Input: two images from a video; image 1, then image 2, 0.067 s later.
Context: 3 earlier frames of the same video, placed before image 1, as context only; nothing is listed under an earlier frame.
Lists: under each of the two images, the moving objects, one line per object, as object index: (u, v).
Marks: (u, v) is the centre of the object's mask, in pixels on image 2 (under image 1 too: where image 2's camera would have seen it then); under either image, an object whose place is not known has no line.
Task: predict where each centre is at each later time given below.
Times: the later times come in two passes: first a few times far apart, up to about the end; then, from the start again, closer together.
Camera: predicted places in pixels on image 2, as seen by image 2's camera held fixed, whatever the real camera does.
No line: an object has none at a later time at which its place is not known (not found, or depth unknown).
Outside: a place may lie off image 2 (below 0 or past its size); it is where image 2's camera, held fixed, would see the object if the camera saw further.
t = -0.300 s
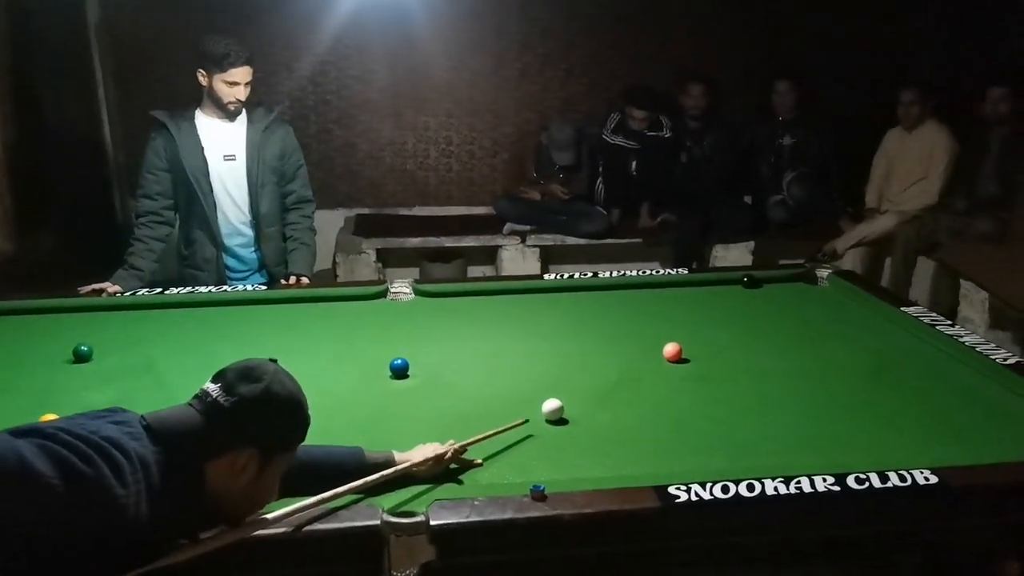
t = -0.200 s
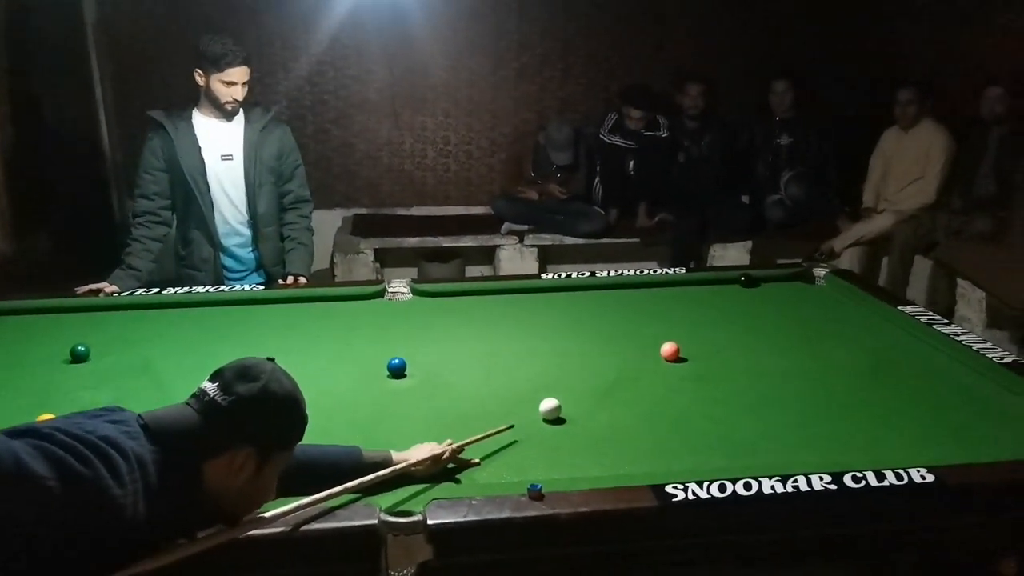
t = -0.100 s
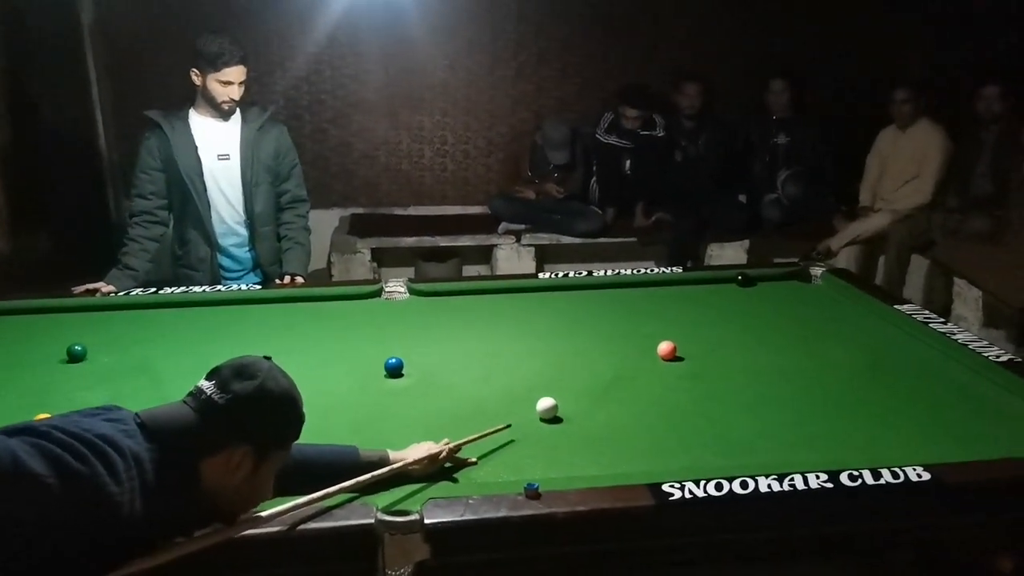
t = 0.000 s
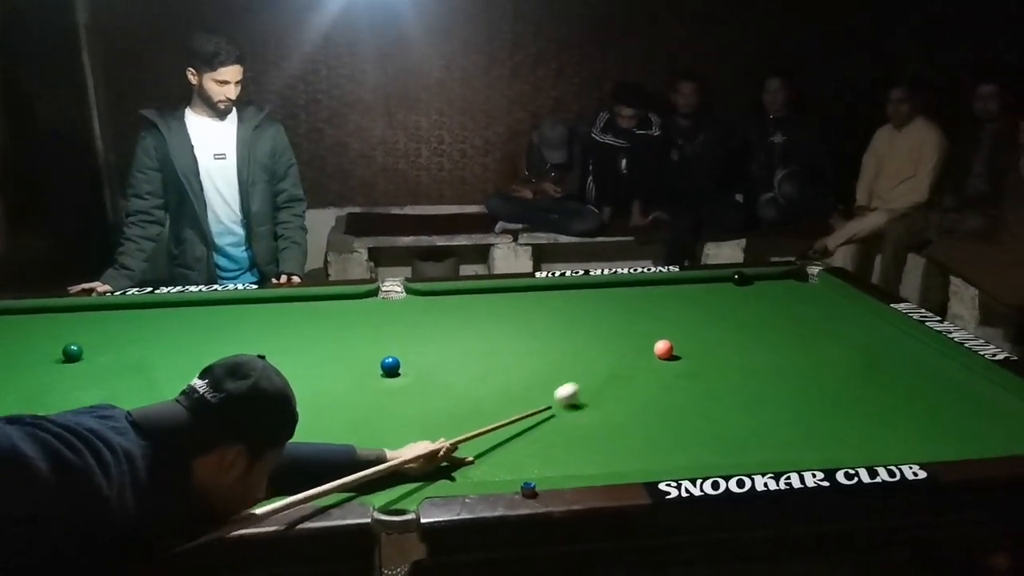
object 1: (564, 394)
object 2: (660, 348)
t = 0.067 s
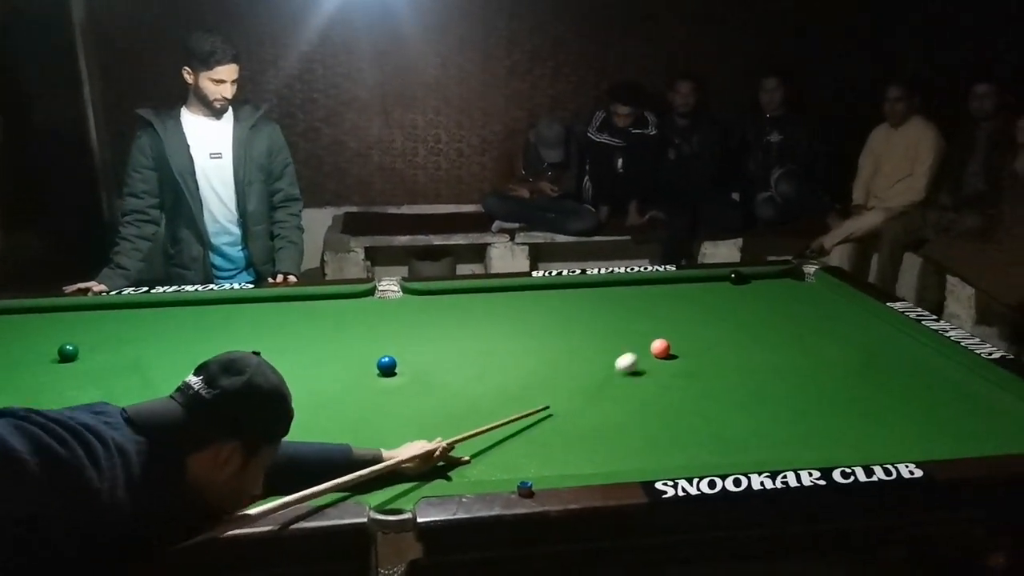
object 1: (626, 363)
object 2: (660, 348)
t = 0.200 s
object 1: (650, 352)
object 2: (717, 320)
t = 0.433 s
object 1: (651, 351)
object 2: (796, 274)
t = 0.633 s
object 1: (651, 351)
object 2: (796, 278)
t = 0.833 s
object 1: (651, 351)
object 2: (782, 280)
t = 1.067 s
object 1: (651, 351)
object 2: (768, 282)
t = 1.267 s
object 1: (651, 351)
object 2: (758, 284)
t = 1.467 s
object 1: (651, 351)
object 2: (749, 286)
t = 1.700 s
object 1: (651, 351)
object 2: (739, 287)
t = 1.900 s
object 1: (651, 351)
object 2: (732, 288)
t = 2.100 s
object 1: (651, 351)
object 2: (727, 289)
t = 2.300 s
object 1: (652, 351)
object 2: (724, 289)
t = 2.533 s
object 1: (651, 351)
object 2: (721, 289)
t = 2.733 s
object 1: (651, 351)
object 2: (720, 289)
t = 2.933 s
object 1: (651, 351)
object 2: (721, 289)
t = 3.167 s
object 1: (651, 351)
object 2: (721, 289)
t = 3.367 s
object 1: (651, 351)
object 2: (720, 289)
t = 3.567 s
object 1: (651, 351)
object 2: (721, 289)
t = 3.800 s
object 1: (651, 351)
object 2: (720, 289)
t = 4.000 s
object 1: (651, 351)
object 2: (720, 289)
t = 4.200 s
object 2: (720, 289)
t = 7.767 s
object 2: (721, 289)
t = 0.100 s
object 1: (640, 356)
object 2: (660, 348)
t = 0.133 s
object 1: (649, 353)
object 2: (676, 340)
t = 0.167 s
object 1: (650, 352)
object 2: (698, 330)
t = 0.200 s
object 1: (650, 352)
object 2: (717, 320)
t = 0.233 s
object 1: (651, 352)
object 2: (736, 312)
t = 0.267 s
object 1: (651, 352)
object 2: (752, 303)
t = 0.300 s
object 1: (651, 352)
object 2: (768, 296)
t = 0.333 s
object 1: (651, 352)
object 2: (782, 290)
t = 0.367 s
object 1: (651, 351)
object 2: (795, 283)
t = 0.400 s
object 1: (651, 351)
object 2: (806, 277)
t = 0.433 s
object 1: (651, 351)
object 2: (796, 274)
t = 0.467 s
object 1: (651, 351)
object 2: (796, 273)
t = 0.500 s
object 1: (651, 351)
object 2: (802, 276)
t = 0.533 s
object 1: (651, 351)
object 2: (804, 276)
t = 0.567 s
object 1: (651, 351)
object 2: (802, 277)
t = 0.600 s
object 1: (652, 351)
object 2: (799, 278)
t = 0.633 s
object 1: (651, 351)
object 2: (796, 278)
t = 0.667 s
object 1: (652, 351)
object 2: (794, 278)
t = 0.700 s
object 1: (651, 351)
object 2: (791, 279)
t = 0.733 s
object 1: (652, 351)
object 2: (789, 279)
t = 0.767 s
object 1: (652, 351)
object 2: (787, 279)
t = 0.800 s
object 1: (651, 351)
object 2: (784, 280)
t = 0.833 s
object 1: (651, 351)
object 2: (782, 280)
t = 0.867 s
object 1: (651, 351)
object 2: (780, 280)
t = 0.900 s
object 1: (651, 351)
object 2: (778, 281)
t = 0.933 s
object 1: (651, 351)
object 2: (776, 281)
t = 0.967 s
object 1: (651, 351)
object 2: (774, 281)
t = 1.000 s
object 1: (651, 351)
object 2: (772, 282)
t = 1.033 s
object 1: (651, 351)
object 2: (770, 282)
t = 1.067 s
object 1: (651, 351)
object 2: (768, 282)
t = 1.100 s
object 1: (651, 351)
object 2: (766, 283)
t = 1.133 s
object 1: (652, 351)
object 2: (765, 283)
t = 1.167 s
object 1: (651, 351)
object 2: (762, 283)
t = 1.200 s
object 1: (652, 351)
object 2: (761, 283)
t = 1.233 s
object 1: (651, 351)
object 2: (759, 284)
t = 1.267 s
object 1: (651, 351)
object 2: (758, 284)
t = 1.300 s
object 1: (652, 351)
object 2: (756, 284)
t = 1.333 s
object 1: (652, 351)
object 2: (755, 284)
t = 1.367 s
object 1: (651, 351)
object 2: (753, 285)
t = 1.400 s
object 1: (651, 351)
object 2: (752, 285)
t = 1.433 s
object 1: (651, 351)
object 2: (750, 285)
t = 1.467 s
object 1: (651, 351)
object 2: (749, 286)
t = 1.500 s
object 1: (651, 351)
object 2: (747, 286)
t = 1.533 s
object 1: (651, 351)
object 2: (746, 286)
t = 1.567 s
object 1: (651, 351)
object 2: (744, 287)
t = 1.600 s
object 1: (651, 351)
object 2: (742, 287)
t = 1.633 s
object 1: (651, 351)
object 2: (741, 287)
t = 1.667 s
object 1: (651, 351)
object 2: (740, 287)
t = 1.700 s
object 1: (651, 351)
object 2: (739, 287)
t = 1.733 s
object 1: (651, 351)
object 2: (738, 287)
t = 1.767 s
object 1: (651, 351)
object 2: (736, 288)
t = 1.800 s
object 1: (651, 351)
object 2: (735, 288)
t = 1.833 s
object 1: (651, 351)
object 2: (734, 288)
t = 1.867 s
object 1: (651, 351)
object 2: (733, 288)
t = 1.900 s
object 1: (651, 351)
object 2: (732, 288)
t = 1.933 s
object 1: (652, 351)
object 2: (731, 288)
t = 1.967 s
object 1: (651, 351)
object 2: (730, 288)
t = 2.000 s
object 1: (651, 351)
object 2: (730, 288)
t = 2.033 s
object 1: (651, 351)
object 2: (729, 289)
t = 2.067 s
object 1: (651, 351)
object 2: (728, 289)
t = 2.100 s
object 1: (651, 351)
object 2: (727, 289)
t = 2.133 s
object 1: (651, 351)
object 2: (726, 289)
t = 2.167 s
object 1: (651, 351)
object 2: (726, 289)
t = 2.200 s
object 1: (651, 351)
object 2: (725, 289)
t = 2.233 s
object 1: (651, 351)
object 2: (724, 289)
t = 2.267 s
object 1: (651, 351)
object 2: (724, 289)
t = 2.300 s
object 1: (652, 351)
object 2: (724, 289)
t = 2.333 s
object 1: (651, 351)
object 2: (723, 289)
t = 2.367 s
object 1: (651, 351)
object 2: (723, 289)
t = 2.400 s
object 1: (651, 351)
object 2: (722, 289)
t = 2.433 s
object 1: (651, 351)
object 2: (722, 289)
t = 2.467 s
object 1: (651, 351)
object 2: (722, 289)
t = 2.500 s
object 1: (651, 351)
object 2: (721, 289)
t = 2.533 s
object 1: (651, 351)
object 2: (721, 289)
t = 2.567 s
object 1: (652, 351)
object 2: (721, 289)
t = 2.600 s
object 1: (651, 351)
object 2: (721, 289)
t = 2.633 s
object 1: (651, 351)
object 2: (720, 289)
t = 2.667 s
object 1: (651, 351)
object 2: (720, 289)
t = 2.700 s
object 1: (651, 351)
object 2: (720, 289)
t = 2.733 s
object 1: (651, 351)
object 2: (720, 289)
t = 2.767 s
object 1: (651, 351)
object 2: (720, 289)
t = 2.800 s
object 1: (652, 351)
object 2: (721, 289)
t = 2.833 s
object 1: (651, 351)
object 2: (721, 289)
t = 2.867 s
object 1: (651, 351)
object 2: (721, 289)
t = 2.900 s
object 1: (651, 351)
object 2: (721, 289)
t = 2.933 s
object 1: (651, 351)
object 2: (721, 289)
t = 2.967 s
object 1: (651, 351)
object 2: (721, 289)
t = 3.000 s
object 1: (651, 351)
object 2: (721, 289)
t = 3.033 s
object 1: (651, 351)
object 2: (721, 289)
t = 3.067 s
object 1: (651, 351)
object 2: (720, 289)
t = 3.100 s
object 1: (652, 351)
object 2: (721, 289)
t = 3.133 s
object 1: (651, 351)
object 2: (720, 289)
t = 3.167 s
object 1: (651, 351)
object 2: (721, 289)
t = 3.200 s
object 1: (651, 351)
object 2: (721, 289)
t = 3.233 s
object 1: (651, 351)
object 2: (720, 289)
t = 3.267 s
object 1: (651, 351)
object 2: (721, 289)
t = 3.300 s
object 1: (651, 351)
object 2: (720, 289)
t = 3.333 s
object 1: (651, 351)
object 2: (721, 289)
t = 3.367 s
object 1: (651, 351)
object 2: (720, 289)
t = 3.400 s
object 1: (651, 351)
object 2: (720, 289)
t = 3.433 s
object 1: (651, 351)
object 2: (720, 289)
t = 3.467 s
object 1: (651, 351)
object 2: (720, 289)
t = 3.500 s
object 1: (651, 351)
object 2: (720, 289)
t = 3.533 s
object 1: (651, 351)
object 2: (721, 289)
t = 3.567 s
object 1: (651, 351)
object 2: (721, 289)
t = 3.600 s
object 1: (651, 351)
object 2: (720, 289)
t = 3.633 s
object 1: (651, 351)
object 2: (720, 289)
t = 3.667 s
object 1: (651, 351)
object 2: (720, 289)
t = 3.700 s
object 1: (651, 351)
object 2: (720, 289)
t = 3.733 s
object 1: (651, 351)
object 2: (721, 289)
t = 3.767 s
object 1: (651, 351)
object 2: (721, 289)
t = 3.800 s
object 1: (651, 351)
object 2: (720, 289)
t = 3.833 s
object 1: (651, 351)
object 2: (721, 289)
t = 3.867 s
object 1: (651, 351)
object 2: (721, 289)
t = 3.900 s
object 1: (651, 351)
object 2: (720, 289)
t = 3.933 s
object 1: (651, 351)
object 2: (721, 289)
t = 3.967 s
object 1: (651, 351)
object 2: (720, 289)
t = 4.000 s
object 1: (651, 351)
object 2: (720, 289)
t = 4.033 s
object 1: (651, 351)
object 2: (720, 289)
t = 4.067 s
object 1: (651, 351)
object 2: (720, 289)
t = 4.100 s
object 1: (651, 351)
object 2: (720, 289)
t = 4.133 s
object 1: (651, 351)
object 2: (720, 289)
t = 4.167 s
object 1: (651, 351)
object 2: (720, 289)
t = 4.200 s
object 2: (720, 289)
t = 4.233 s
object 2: (720, 289)
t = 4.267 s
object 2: (720, 289)
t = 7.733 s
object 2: (721, 289)
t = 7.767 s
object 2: (721, 289)
